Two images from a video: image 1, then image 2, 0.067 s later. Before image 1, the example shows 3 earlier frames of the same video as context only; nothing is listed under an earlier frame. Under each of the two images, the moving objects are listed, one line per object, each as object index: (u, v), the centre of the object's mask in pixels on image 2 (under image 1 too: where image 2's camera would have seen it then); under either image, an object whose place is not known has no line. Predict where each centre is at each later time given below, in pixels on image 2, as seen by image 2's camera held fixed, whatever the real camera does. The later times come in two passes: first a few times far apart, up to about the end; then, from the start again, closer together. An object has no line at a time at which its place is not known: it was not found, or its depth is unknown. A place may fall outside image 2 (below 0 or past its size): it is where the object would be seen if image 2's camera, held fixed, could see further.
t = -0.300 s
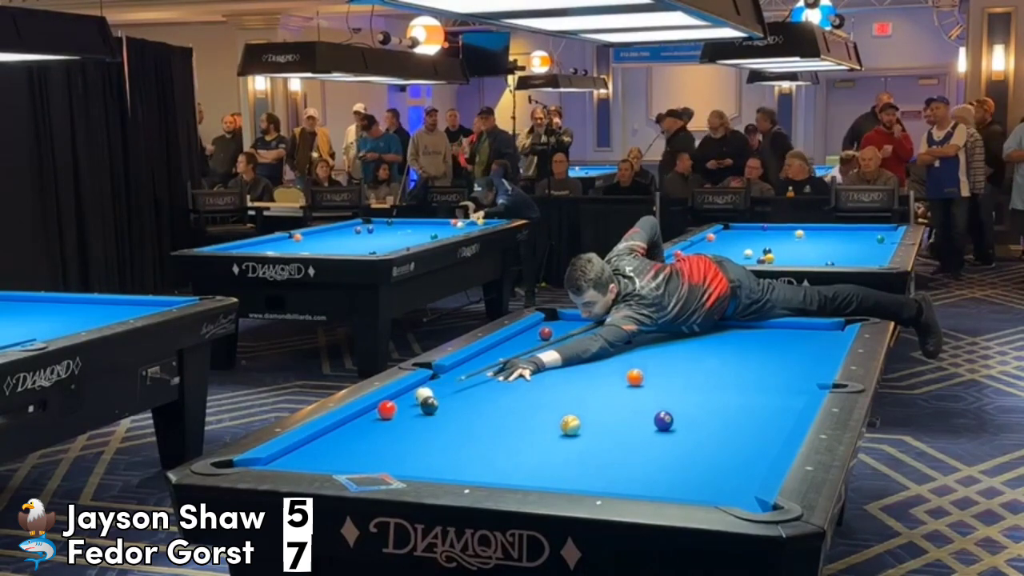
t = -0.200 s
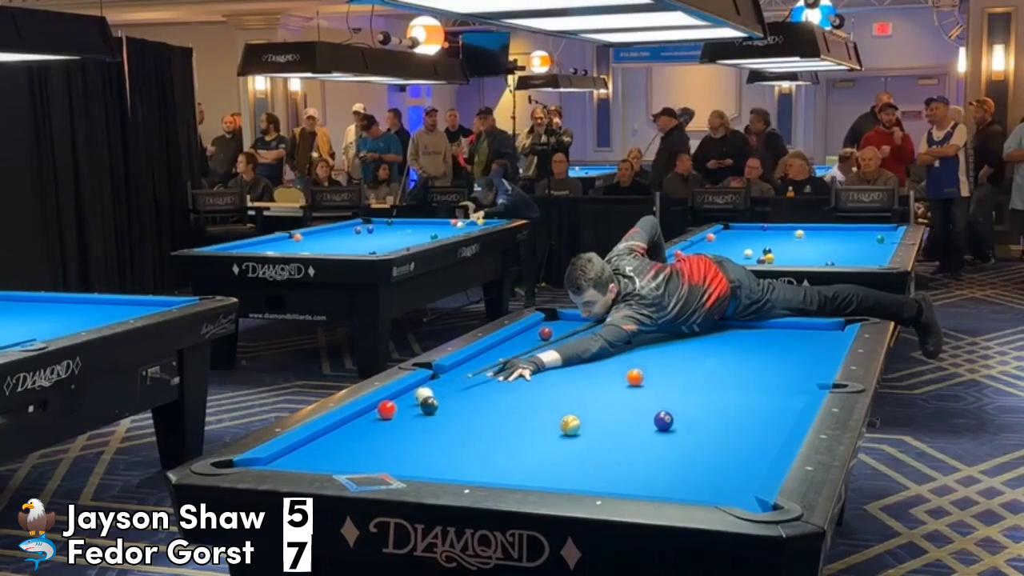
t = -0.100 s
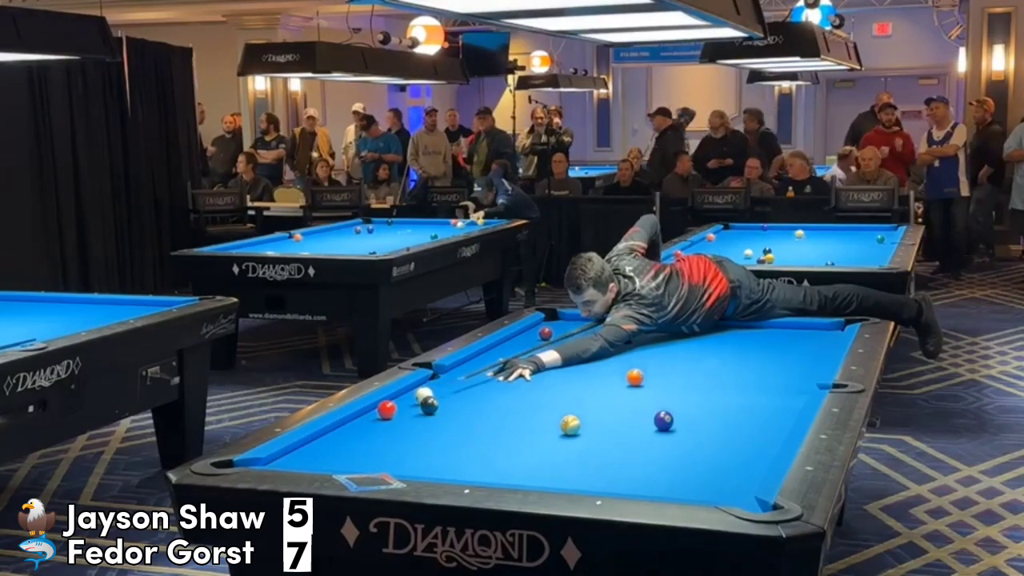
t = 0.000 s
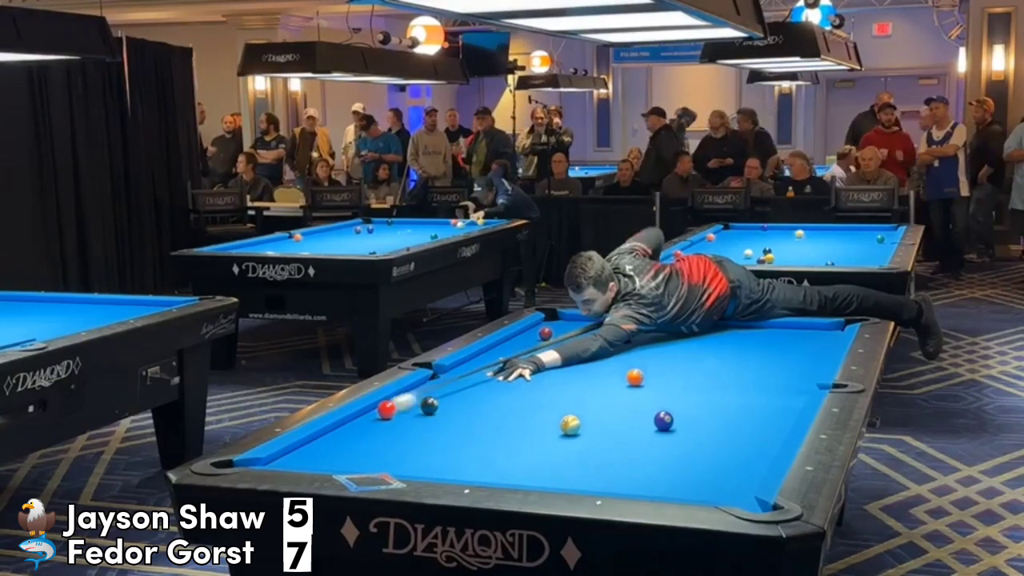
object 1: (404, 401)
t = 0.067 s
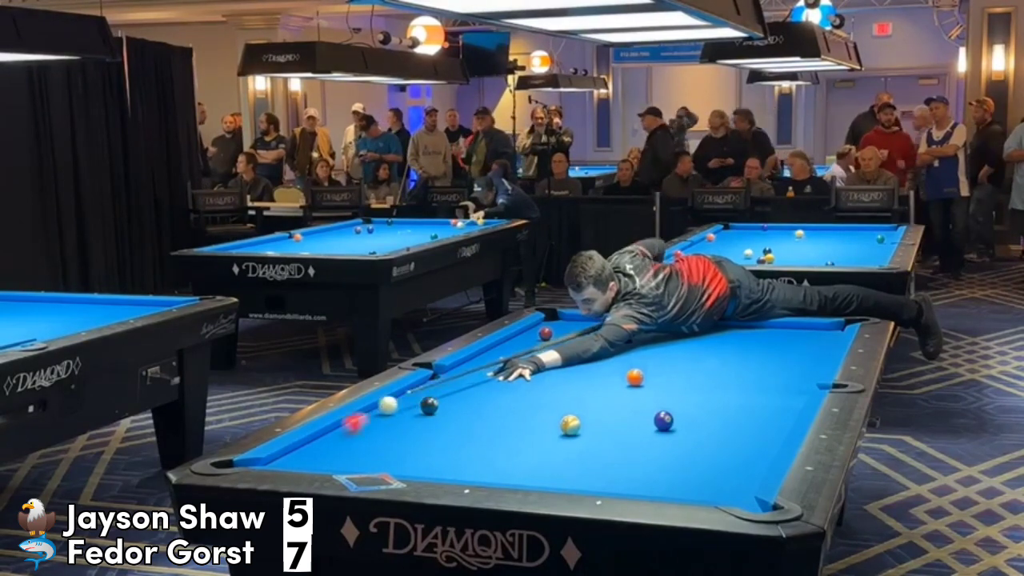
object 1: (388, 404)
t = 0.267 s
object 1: (385, 409)
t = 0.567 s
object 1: (374, 426)
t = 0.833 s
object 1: (359, 443)
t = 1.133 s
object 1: (342, 462)
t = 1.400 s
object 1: (362, 460)
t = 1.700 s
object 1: (396, 452)
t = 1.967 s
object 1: (423, 444)
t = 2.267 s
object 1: (449, 435)
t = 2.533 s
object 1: (471, 429)
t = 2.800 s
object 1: (491, 423)
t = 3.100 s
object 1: (510, 418)
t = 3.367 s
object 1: (526, 413)
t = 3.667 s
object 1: (541, 409)
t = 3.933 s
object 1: (553, 406)
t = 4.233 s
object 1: (565, 403)
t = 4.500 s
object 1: (575, 400)
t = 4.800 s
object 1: (583, 399)
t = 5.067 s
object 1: (589, 397)
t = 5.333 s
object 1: (594, 396)
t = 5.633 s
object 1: (598, 394)
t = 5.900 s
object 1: (601, 394)
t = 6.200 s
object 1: (602, 394)
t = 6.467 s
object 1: (602, 394)
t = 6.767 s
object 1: (602, 394)
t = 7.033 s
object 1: (602, 394)
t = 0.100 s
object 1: (382, 405)
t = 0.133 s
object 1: (378, 405)
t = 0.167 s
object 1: (380, 406)
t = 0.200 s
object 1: (382, 406)
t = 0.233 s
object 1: (384, 408)
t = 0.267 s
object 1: (385, 409)
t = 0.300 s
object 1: (385, 410)
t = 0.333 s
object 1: (385, 412)
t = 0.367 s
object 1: (384, 413)
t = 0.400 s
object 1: (383, 415)
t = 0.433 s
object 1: (381, 417)
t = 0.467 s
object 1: (380, 419)
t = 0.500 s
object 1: (378, 421)
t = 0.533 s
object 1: (376, 423)
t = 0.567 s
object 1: (374, 426)
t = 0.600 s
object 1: (372, 428)
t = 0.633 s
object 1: (370, 430)
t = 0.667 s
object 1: (369, 432)
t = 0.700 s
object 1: (367, 434)
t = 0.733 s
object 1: (365, 437)
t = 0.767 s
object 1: (363, 439)
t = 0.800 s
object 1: (361, 441)
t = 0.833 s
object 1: (359, 443)
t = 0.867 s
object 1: (357, 446)
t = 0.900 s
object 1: (356, 448)
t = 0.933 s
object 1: (353, 451)
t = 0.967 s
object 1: (351, 453)
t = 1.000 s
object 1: (349, 455)
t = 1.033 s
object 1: (347, 457)
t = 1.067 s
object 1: (345, 459)
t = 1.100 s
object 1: (343, 461)
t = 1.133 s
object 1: (342, 462)
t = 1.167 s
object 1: (340, 464)
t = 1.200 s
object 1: (337, 466)
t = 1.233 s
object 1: (341, 465)
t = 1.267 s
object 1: (346, 464)
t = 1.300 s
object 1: (350, 463)
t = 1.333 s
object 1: (354, 462)
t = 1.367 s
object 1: (358, 461)
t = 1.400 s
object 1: (362, 460)
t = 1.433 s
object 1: (366, 459)
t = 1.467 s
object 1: (370, 459)
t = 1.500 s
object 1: (374, 458)
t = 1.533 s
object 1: (378, 457)
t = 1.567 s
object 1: (382, 456)
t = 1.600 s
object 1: (385, 455)
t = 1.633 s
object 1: (389, 454)
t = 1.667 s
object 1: (393, 453)
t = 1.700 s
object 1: (396, 452)
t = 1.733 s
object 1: (400, 451)
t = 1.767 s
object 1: (403, 449)
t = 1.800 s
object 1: (406, 449)
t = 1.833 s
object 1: (410, 448)
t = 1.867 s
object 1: (413, 446)
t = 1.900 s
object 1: (416, 445)
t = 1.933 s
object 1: (420, 445)
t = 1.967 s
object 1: (423, 444)
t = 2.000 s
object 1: (426, 443)
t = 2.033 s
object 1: (429, 442)
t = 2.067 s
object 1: (432, 441)
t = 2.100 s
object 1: (435, 440)
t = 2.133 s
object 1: (438, 439)
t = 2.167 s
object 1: (441, 439)
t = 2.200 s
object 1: (444, 438)
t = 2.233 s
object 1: (447, 437)
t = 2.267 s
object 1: (449, 435)
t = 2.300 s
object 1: (452, 435)
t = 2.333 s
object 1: (455, 434)
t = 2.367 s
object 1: (458, 433)
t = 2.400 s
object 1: (461, 432)
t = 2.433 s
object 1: (463, 431)
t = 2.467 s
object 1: (466, 431)
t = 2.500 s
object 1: (468, 430)
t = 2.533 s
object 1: (471, 429)
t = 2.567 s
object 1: (474, 428)
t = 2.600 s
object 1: (476, 428)
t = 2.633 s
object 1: (479, 428)
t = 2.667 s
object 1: (481, 427)
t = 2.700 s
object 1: (484, 425)
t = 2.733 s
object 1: (486, 425)
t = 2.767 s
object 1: (488, 424)
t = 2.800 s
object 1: (491, 423)
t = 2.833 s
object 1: (493, 422)
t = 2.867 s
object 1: (495, 422)
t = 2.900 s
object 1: (497, 422)
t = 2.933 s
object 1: (500, 421)
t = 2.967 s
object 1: (502, 420)
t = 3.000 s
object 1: (504, 420)
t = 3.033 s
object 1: (506, 419)
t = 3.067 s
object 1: (508, 418)
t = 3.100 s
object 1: (510, 418)
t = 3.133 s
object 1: (513, 417)
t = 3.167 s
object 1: (514, 417)
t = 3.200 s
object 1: (516, 416)
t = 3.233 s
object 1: (518, 416)
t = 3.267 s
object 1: (520, 416)
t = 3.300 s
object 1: (522, 415)
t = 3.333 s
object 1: (524, 414)
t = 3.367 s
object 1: (526, 413)
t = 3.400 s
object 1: (528, 413)
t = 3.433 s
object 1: (529, 412)
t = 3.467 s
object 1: (531, 412)
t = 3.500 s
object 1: (533, 411)
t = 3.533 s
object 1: (535, 411)
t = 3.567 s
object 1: (536, 410)
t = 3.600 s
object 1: (538, 410)
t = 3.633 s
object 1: (540, 410)
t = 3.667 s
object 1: (541, 409)
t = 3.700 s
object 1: (543, 409)
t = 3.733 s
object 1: (545, 408)
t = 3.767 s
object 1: (546, 408)
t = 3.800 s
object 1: (547, 408)
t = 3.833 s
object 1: (549, 407)
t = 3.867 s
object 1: (551, 407)
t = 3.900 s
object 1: (552, 407)
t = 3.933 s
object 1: (553, 406)
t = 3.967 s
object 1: (555, 406)
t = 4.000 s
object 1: (556, 405)
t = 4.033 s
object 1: (557, 405)
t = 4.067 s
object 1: (559, 405)
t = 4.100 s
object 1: (560, 404)
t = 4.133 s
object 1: (561, 404)
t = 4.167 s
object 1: (562, 403)
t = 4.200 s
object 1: (564, 403)
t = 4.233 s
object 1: (565, 403)
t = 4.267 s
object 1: (567, 402)
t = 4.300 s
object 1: (568, 402)
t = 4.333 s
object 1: (569, 401)
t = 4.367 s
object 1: (570, 401)
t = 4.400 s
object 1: (571, 401)
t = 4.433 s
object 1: (573, 401)
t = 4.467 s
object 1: (573, 400)
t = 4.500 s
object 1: (575, 400)
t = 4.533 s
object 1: (576, 400)
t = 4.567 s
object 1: (577, 400)
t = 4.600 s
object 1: (578, 399)
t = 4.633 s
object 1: (579, 399)
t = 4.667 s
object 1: (580, 399)
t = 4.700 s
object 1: (581, 399)
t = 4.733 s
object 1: (582, 399)
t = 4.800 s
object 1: (583, 399)
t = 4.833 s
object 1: (584, 398)
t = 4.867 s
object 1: (584, 398)
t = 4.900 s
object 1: (585, 398)
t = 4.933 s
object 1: (586, 398)
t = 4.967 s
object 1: (587, 398)
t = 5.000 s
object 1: (588, 397)
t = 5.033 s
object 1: (588, 397)
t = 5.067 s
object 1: (589, 397)
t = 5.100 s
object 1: (590, 397)
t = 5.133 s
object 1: (590, 397)
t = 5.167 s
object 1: (591, 397)
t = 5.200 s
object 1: (592, 397)
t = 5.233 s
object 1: (592, 396)
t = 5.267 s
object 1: (593, 396)
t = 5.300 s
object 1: (594, 396)
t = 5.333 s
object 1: (594, 396)
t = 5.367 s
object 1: (595, 396)
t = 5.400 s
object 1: (595, 395)
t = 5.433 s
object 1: (595, 396)
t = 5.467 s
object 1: (596, 395)
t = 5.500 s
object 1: (596, 395)
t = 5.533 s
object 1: (597, 395)
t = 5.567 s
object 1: (597, 395)
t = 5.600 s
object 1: (598, 395)
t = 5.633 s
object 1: (598, 394)
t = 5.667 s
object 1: (599, 394)
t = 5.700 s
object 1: (599, 394)
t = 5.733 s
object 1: (599, 394)
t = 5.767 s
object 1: (599, 394)
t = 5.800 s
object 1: (600, 394)
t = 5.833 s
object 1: (600, 394)
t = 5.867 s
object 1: (600, 394)
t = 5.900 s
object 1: (601, 394)
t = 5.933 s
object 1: (601, 394)
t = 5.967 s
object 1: (601, 394)
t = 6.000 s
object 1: (601, 394)
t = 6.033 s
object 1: (601, 394)
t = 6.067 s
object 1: (601, 394)
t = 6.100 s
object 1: (602, 394)
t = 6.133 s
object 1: (602, 394)
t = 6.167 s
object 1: (602, 394)
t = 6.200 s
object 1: (602, 394)
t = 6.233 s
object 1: (602, 394)
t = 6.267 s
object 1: (602, 394)
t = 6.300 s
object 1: (602, 394)
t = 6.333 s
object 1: (602, 394)
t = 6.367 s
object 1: (602, 394)
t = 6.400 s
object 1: (602, 394)
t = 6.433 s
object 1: (602, 394)
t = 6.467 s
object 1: (602, 394)
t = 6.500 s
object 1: (602, 394)
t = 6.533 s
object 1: (602, 394)
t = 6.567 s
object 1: (602, 394)
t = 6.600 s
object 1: (602, 394)
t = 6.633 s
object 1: (602, 394)
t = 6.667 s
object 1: (602, 394)
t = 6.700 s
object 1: (602, 394)
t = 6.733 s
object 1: (602, 394)
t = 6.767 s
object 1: (602, 394)
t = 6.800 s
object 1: (602, 394)
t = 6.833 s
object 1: (602, 394)
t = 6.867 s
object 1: (602, 394)
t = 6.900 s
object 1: (602, 394)
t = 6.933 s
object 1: (602, 394)
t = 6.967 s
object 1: (602, 394)
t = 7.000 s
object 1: (602, 394)
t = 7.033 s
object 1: (602, 394)
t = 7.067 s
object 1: (602, 394)
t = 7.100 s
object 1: (602, 394)
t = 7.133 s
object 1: (602, 394)
